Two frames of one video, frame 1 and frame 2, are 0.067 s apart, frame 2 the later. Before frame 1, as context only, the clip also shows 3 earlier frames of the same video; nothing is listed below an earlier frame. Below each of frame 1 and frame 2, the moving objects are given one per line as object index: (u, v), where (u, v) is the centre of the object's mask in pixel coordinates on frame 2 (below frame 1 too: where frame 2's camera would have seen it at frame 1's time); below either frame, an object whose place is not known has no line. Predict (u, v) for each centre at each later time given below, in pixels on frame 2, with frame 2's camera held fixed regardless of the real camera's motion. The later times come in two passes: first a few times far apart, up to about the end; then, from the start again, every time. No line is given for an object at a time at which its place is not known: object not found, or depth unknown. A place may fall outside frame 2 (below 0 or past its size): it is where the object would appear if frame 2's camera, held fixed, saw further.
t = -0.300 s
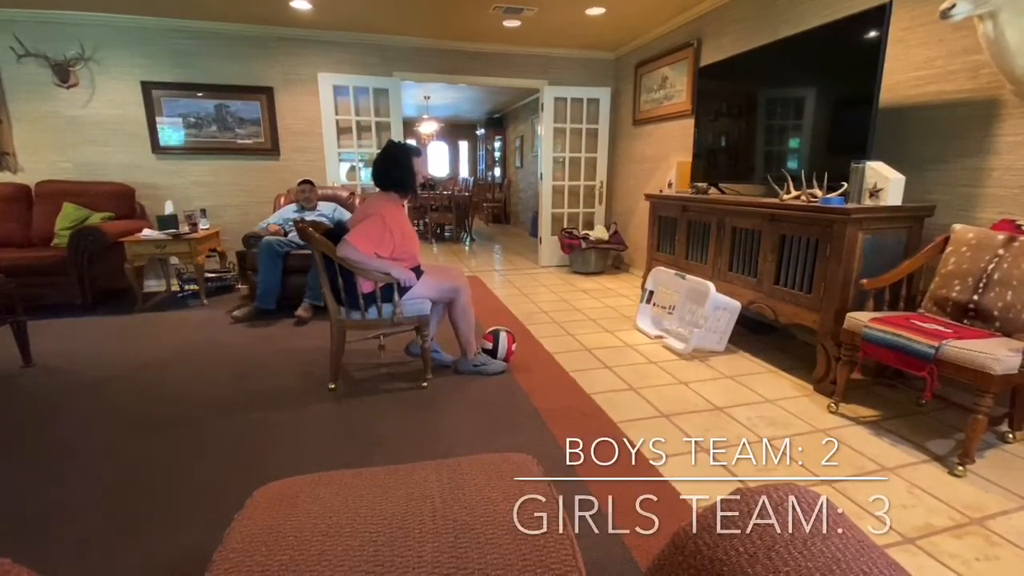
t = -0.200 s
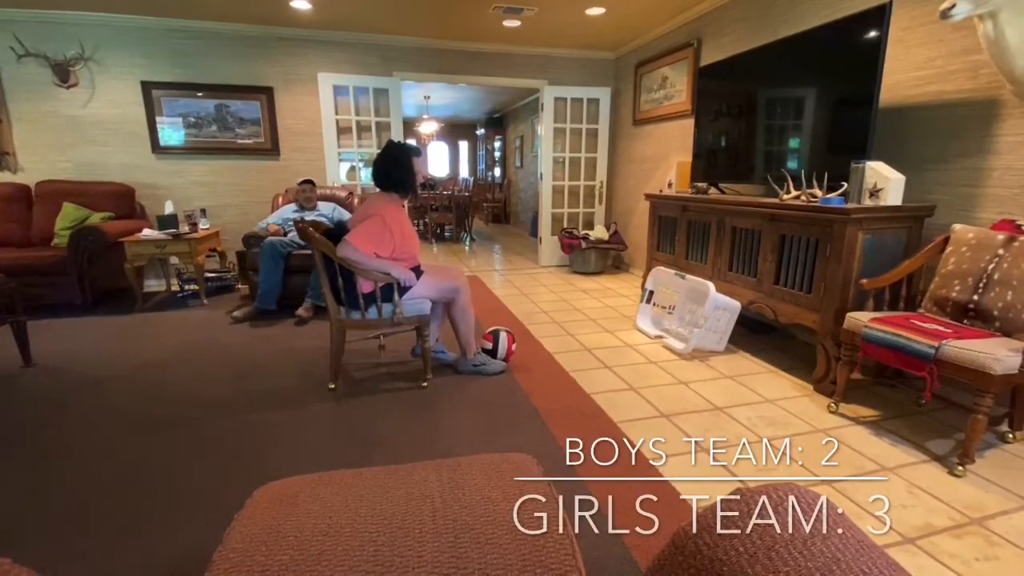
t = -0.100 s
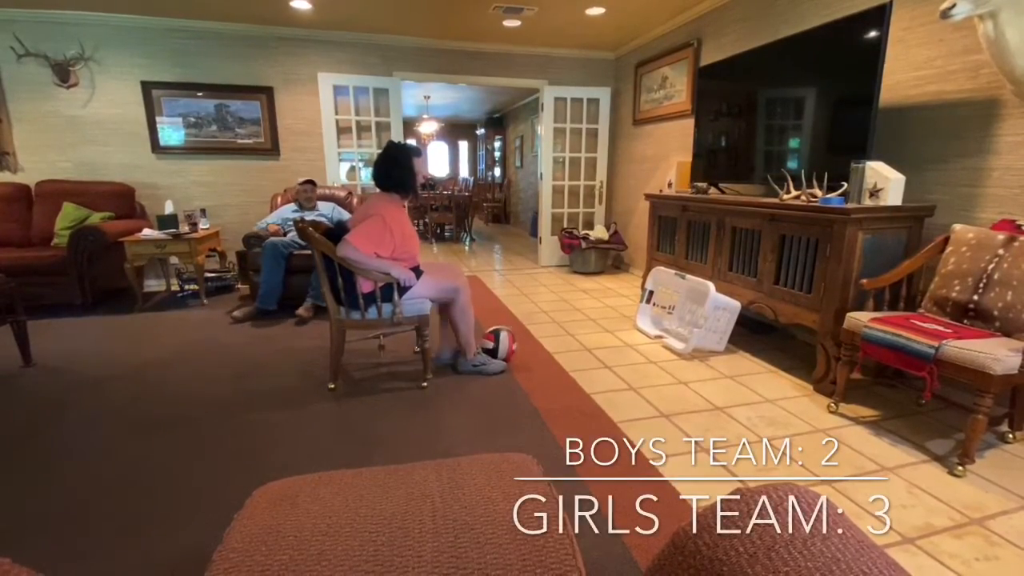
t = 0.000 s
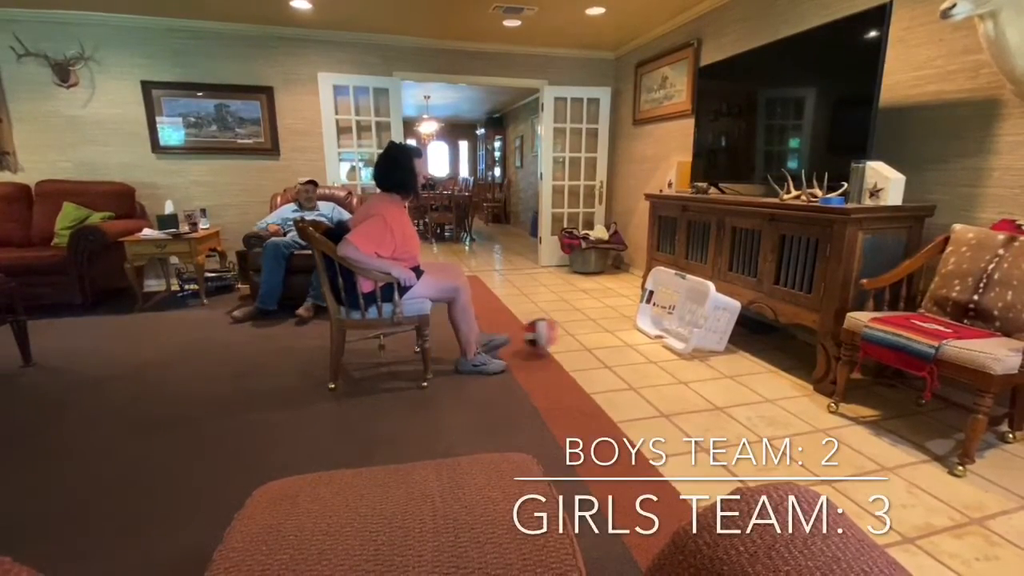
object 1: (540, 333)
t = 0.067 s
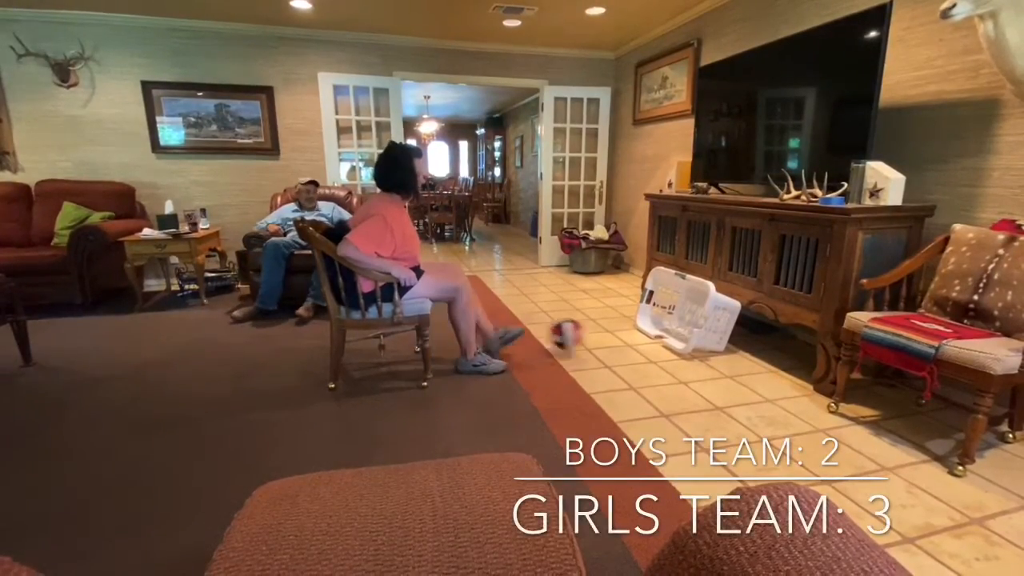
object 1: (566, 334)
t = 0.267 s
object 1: (618, 332)
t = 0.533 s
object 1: (664, 324)
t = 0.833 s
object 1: (682, 312)
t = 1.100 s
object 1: (681, 314)
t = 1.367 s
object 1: (676, 317)
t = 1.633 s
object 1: (679, 318)
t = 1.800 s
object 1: (680, 319)
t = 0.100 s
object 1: (579, 338)
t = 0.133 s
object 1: (588, 336)
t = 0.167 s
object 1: (596, 333)
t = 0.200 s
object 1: (604, 330)
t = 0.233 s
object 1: (611, 330)
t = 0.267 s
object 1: (618, 332)
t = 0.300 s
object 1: (625, 333)
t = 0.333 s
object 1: (632, 332)
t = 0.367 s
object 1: (639, 330)
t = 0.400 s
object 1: (647, 330)
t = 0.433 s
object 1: (652, 328)
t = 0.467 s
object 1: (656, 324)
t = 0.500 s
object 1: (660, 325)
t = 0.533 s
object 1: (664, 324)
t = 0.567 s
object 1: (669, 321)
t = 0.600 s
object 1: (673, 320)
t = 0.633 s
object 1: (678, 320)
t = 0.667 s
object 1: (684, 321)
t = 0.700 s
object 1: (686, 321)
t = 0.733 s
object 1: (686, 316)
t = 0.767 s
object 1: (685, 314)
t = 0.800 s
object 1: (684, 312)
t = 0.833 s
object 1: (682, 312)
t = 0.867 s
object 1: (680, 314)
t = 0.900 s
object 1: (679, 316)
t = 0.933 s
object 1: (678, 320)
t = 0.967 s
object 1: (680, 318)
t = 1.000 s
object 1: (680, 314)
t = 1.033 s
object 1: (681, 314)
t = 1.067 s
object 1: (681, 313)
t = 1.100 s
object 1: (681, 314)
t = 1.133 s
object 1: (680, 316)
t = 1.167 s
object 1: (679, 318)
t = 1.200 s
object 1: (679, 317)
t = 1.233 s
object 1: (678, 316)
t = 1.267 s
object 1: (678, 316)
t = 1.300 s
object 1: (677, 318)
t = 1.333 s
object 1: (676, 318)
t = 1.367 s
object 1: (676, 317)
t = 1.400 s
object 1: (676, 317)
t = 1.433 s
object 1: (676, 318)
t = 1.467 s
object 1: (676, 318)
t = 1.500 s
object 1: (677, 317)
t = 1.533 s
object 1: (678, 318)
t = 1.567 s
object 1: (678, 319)
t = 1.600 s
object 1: (679, 318)
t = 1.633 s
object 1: (679, 318)
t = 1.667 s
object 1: (679, 319)
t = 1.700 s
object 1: (679, 318)
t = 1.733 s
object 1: (679, 318)
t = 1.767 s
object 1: (679, 319)
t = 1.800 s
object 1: (680, 319)
